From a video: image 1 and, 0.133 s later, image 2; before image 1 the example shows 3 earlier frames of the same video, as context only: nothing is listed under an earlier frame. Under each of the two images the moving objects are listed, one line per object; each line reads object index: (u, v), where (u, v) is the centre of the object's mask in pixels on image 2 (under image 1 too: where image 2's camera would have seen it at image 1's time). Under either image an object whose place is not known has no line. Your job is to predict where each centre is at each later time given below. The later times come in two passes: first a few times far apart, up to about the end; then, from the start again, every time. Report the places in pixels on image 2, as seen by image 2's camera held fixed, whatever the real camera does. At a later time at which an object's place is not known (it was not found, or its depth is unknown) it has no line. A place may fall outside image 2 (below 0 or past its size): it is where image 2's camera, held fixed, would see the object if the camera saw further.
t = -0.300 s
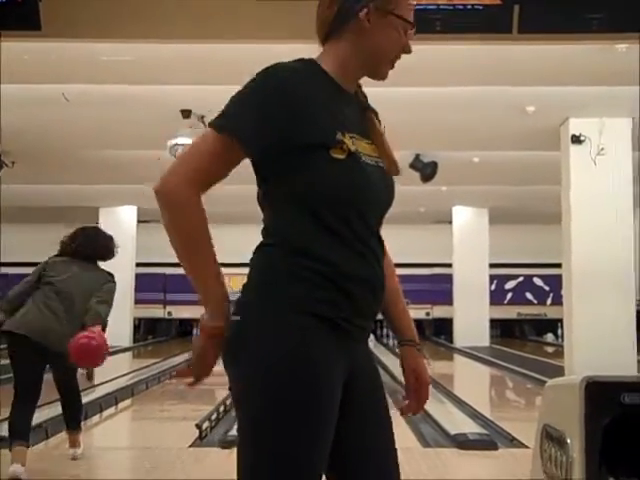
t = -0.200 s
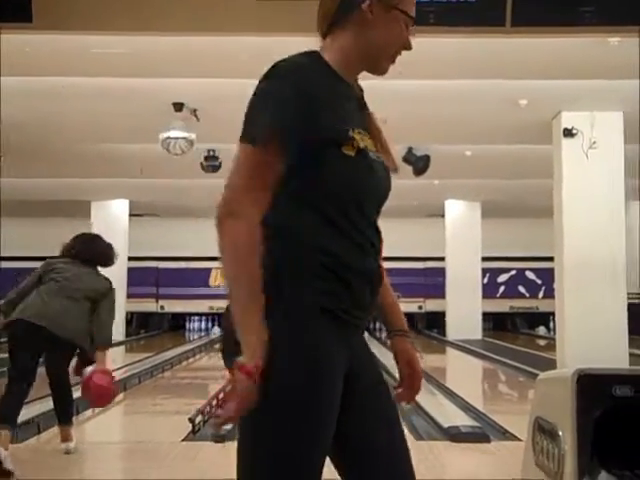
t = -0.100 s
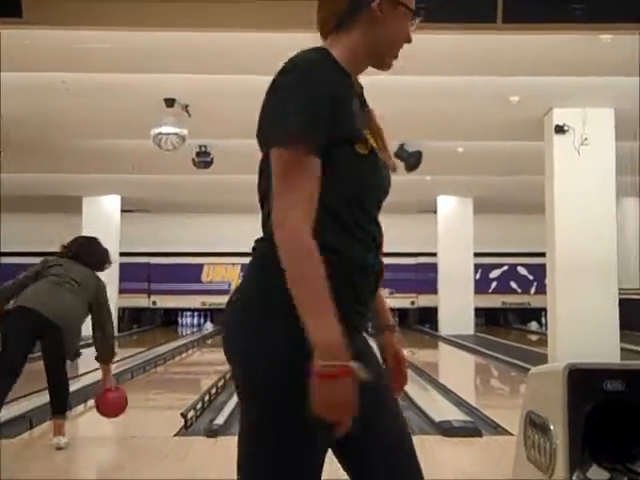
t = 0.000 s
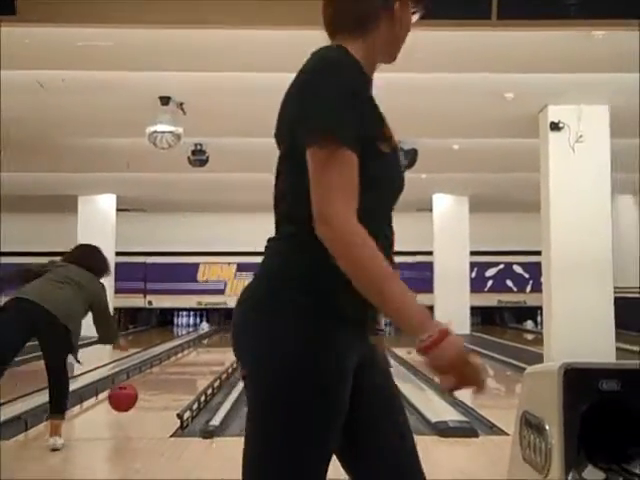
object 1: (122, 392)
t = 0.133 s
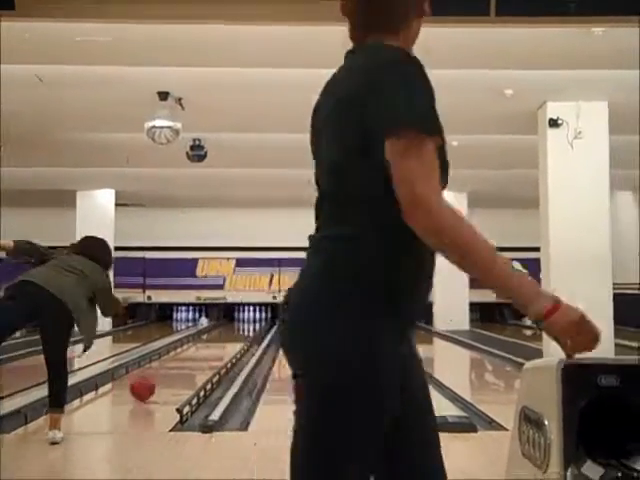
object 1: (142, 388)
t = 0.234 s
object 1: (152, 381)
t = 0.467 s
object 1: (169, 367)
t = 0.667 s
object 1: (181, 355)
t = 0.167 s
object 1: (145, 386)
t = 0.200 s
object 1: (148, 384)
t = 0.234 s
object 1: (152, 381)
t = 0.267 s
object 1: (156, 378)
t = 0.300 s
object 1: (157, 377)
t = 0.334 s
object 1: (160, 374)
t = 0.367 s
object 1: (163, 372)
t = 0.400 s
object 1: (165, 371)
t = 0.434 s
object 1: (167, 369)
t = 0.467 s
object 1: (169, 367)
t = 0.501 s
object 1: (171, 366)
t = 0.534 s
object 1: (173, 364)
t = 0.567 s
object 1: (175, 361)
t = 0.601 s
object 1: (176, 360)
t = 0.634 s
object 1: (179, 358)
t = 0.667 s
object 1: (181, 355)
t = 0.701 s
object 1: (183, 354)
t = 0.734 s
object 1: (184, 353)
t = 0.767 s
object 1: (186, 353)
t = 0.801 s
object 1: (187, 348)
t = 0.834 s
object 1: (187, 346)
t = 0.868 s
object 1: (188, 344)
